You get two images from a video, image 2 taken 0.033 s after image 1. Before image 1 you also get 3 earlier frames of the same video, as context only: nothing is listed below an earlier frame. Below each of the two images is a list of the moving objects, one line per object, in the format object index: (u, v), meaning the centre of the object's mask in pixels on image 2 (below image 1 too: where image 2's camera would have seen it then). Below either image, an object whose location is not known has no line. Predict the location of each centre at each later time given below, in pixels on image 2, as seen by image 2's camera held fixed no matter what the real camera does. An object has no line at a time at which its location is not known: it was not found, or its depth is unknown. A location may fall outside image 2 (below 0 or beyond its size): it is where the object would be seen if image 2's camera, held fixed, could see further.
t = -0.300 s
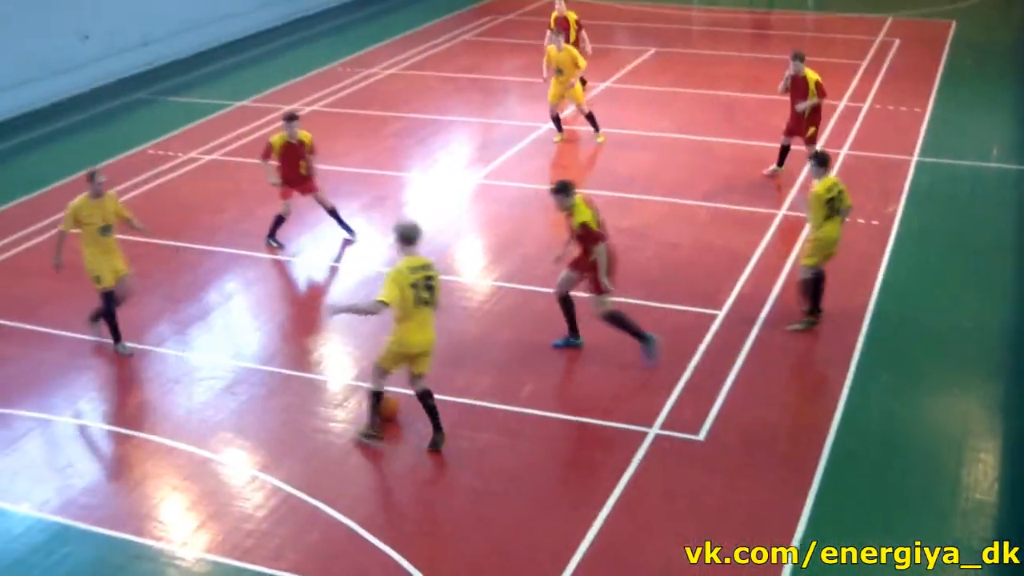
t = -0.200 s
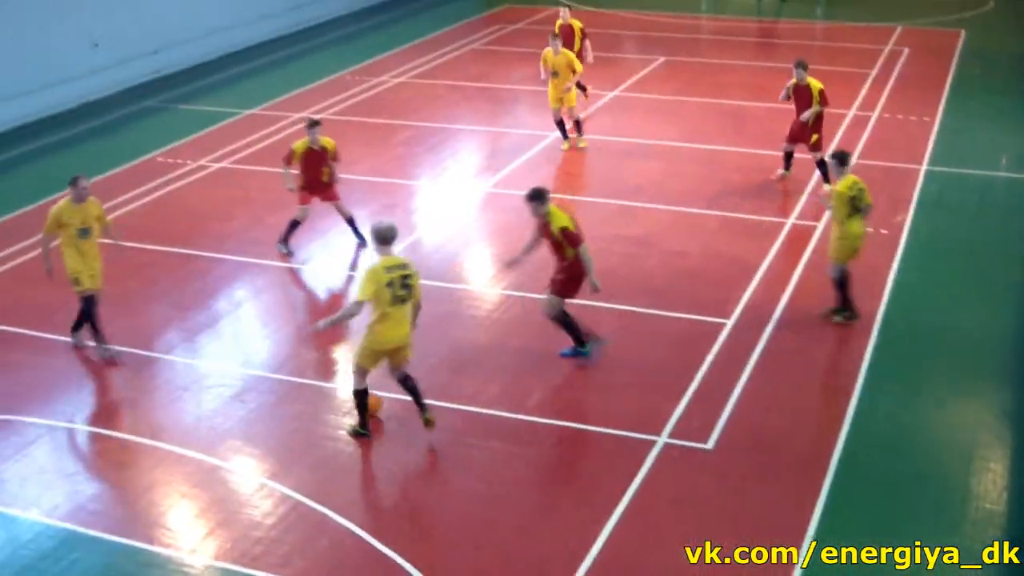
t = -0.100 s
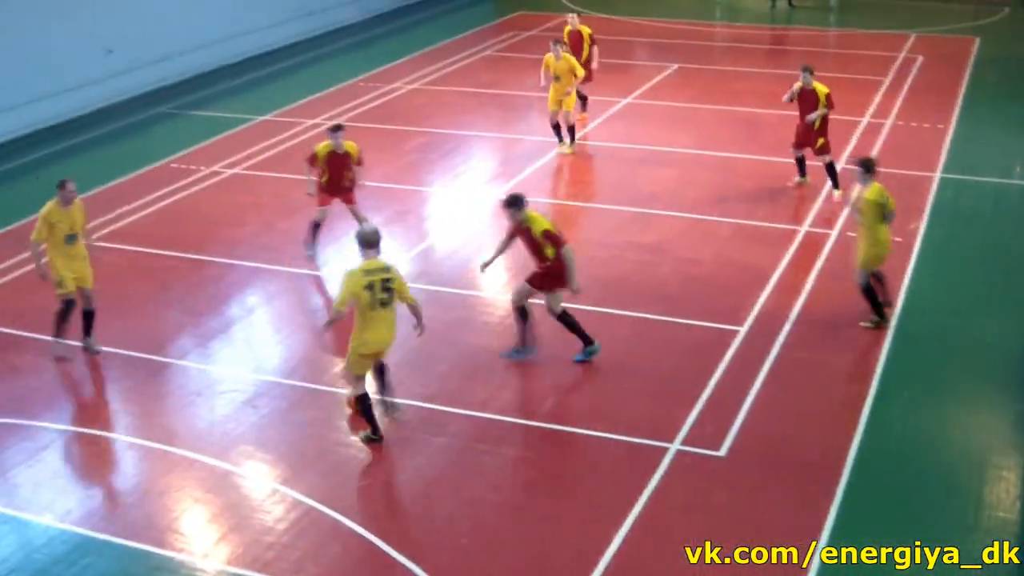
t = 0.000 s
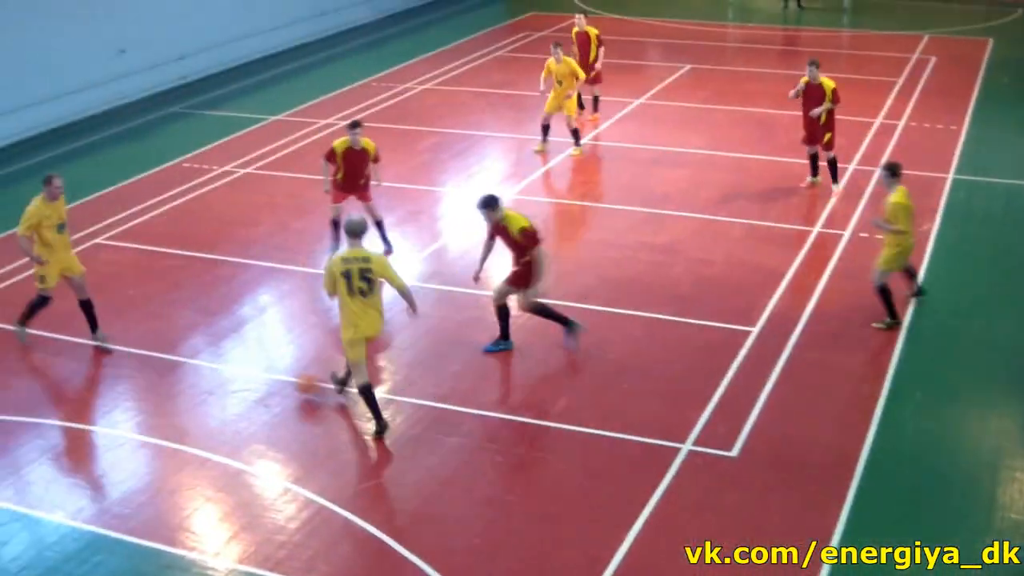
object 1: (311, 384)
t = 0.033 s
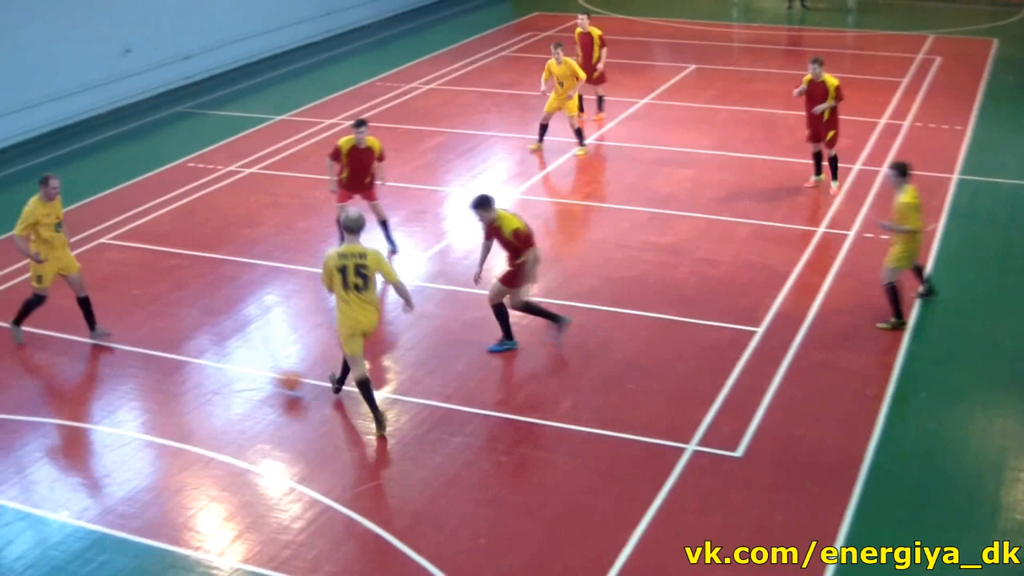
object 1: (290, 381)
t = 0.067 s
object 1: (263, 377)
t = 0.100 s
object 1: (238, 372)
